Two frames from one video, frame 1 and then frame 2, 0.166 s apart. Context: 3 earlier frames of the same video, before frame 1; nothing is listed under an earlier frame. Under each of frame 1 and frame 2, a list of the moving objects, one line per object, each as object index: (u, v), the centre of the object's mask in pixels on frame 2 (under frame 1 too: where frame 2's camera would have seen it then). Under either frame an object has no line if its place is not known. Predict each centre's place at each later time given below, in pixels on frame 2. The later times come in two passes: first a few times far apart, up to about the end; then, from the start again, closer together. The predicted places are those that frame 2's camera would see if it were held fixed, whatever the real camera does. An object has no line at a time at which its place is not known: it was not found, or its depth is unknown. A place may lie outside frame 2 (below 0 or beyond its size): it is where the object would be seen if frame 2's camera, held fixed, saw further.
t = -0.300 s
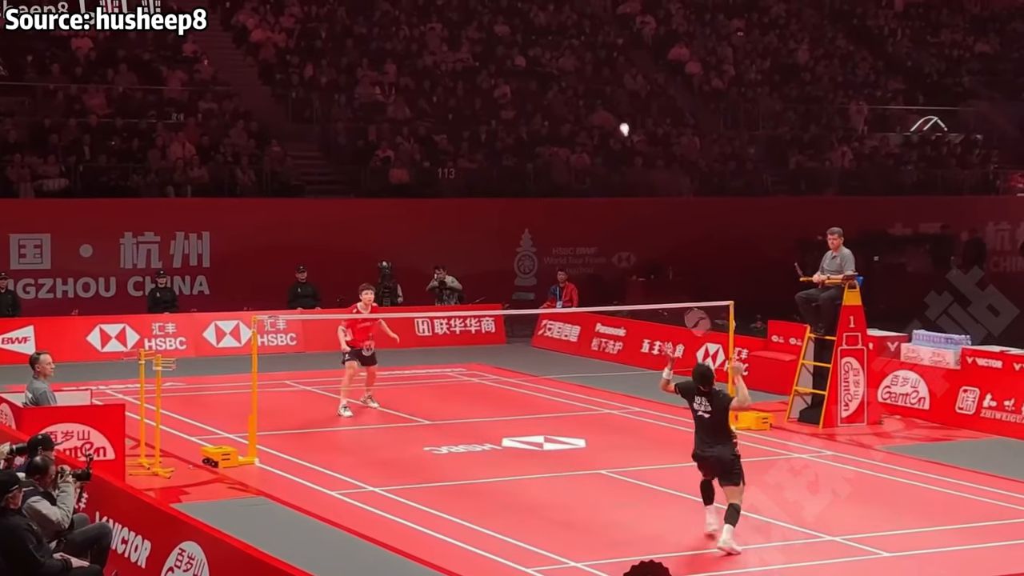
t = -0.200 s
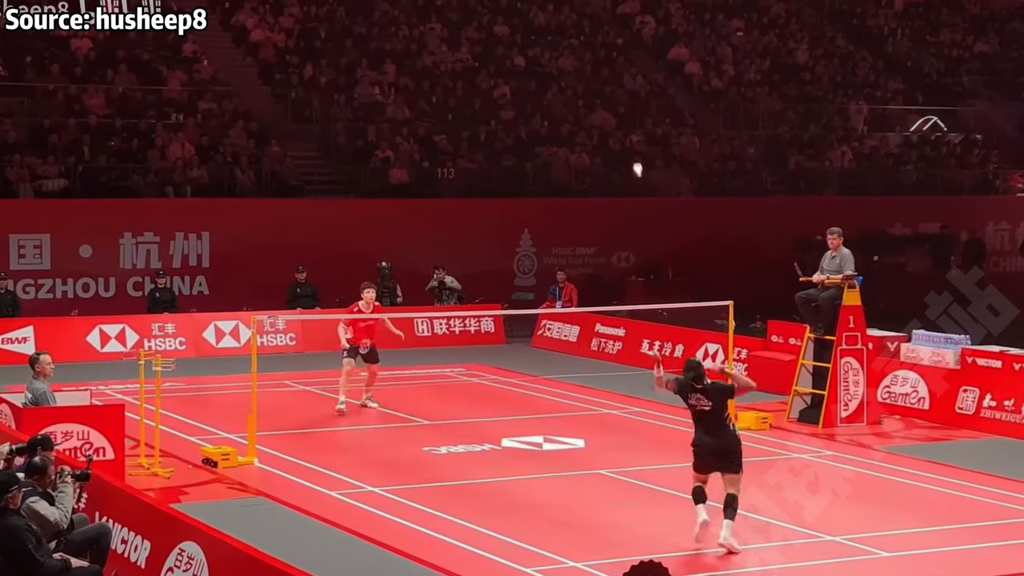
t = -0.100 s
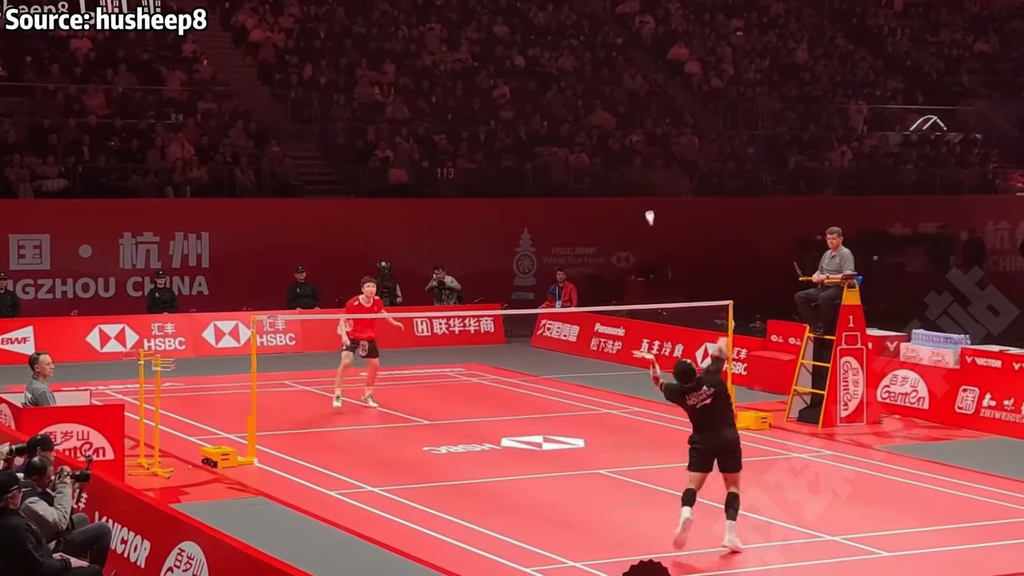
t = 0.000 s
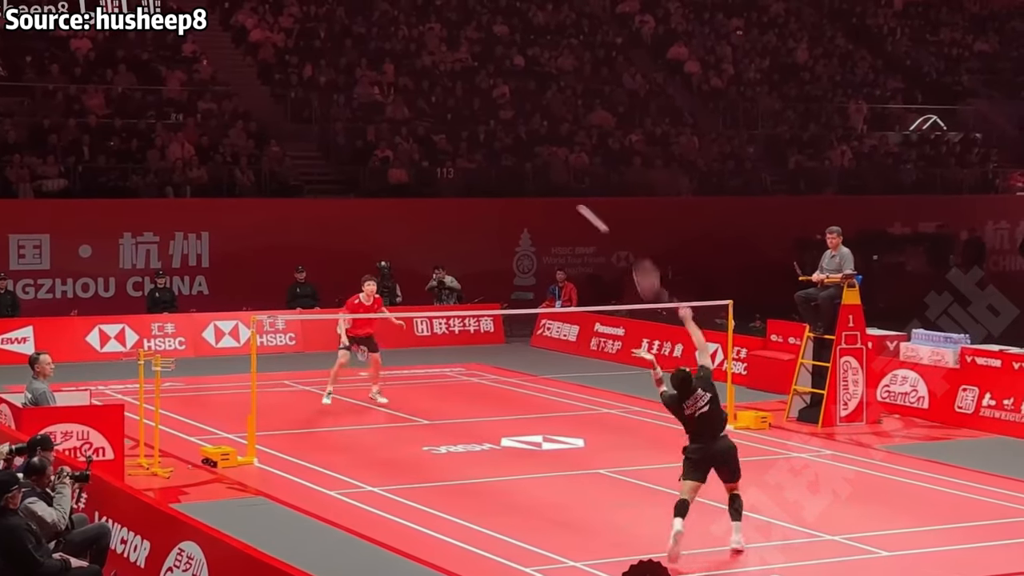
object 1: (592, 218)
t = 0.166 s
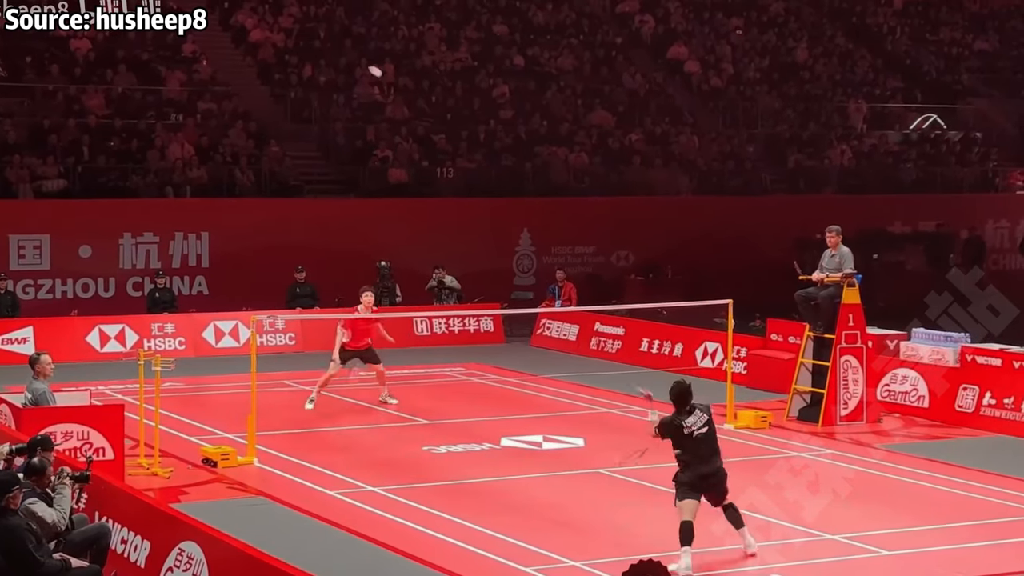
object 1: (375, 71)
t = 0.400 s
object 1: (272, 29)
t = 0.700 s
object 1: (206, 55)
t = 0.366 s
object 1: (282, 31)
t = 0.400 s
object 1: (272, 29)
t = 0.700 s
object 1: (206, 55)
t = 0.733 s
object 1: (202, 61)
